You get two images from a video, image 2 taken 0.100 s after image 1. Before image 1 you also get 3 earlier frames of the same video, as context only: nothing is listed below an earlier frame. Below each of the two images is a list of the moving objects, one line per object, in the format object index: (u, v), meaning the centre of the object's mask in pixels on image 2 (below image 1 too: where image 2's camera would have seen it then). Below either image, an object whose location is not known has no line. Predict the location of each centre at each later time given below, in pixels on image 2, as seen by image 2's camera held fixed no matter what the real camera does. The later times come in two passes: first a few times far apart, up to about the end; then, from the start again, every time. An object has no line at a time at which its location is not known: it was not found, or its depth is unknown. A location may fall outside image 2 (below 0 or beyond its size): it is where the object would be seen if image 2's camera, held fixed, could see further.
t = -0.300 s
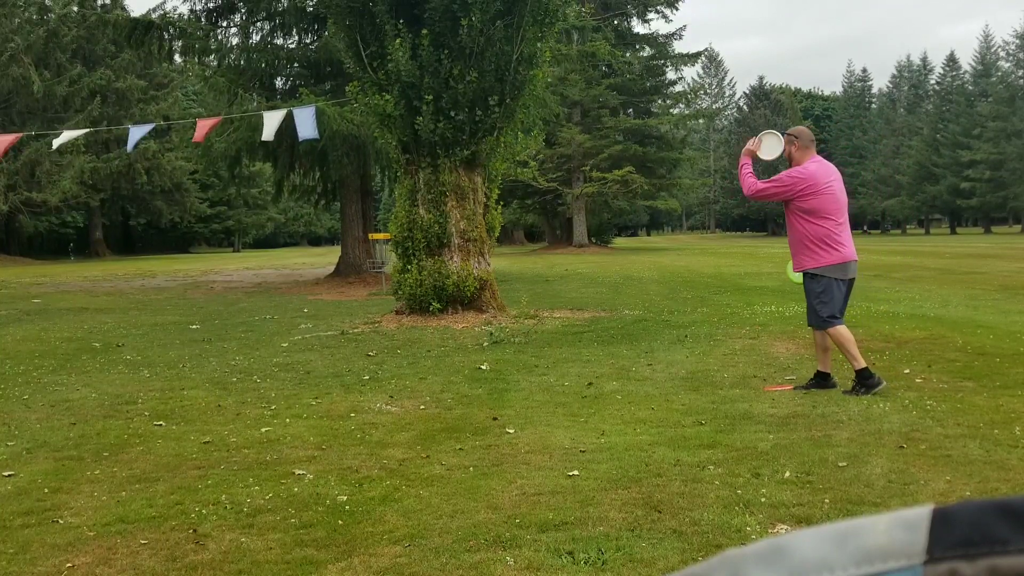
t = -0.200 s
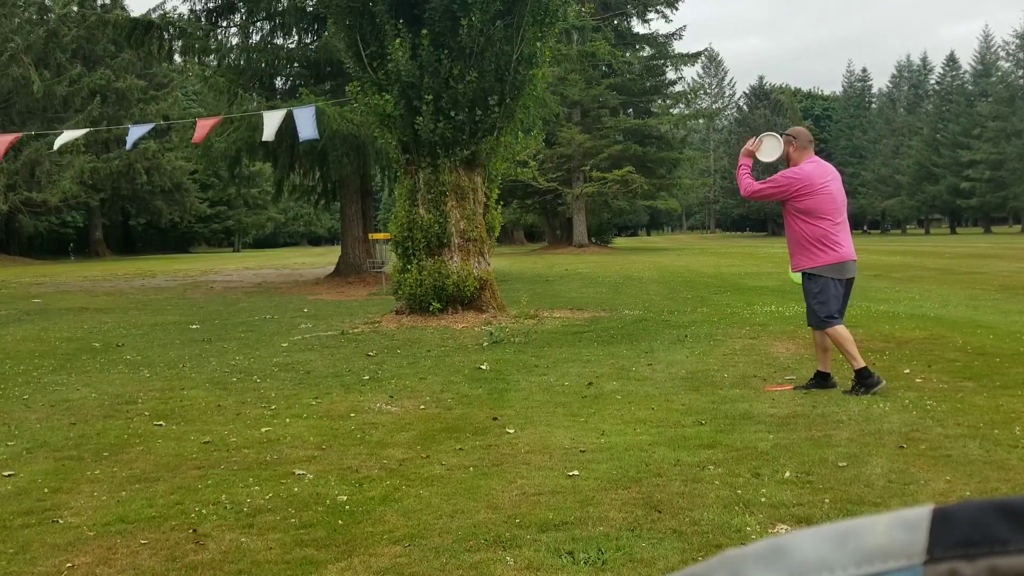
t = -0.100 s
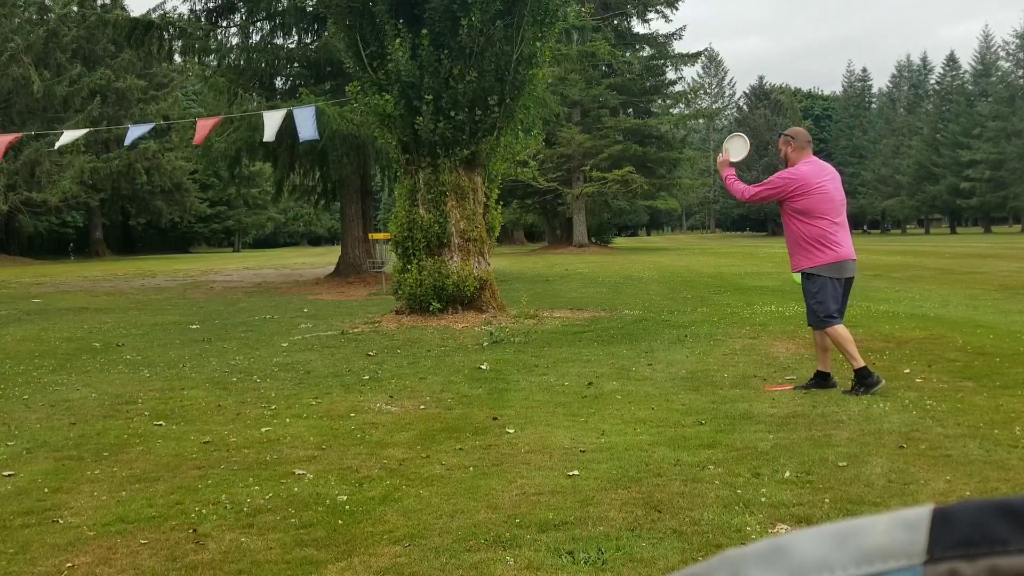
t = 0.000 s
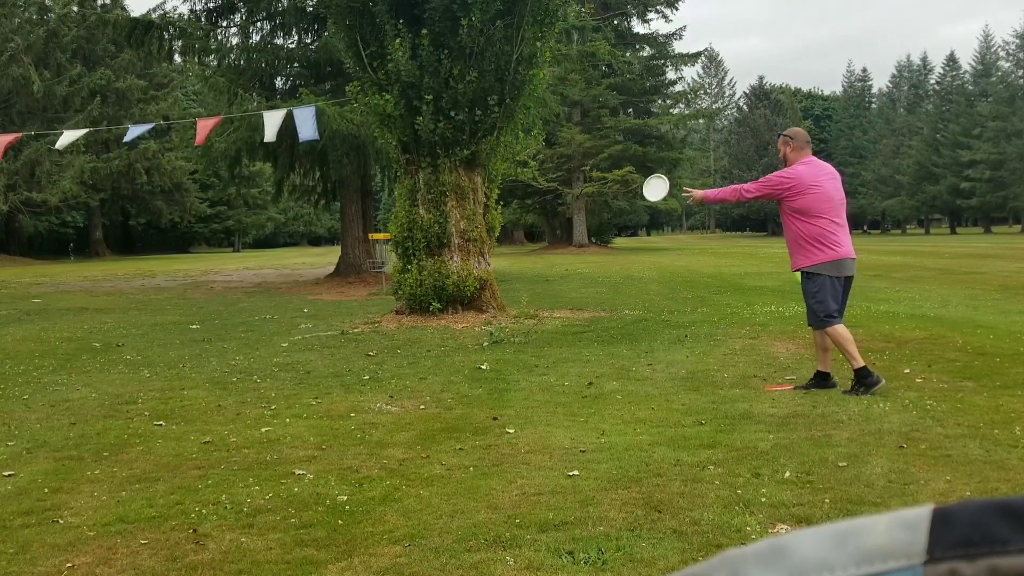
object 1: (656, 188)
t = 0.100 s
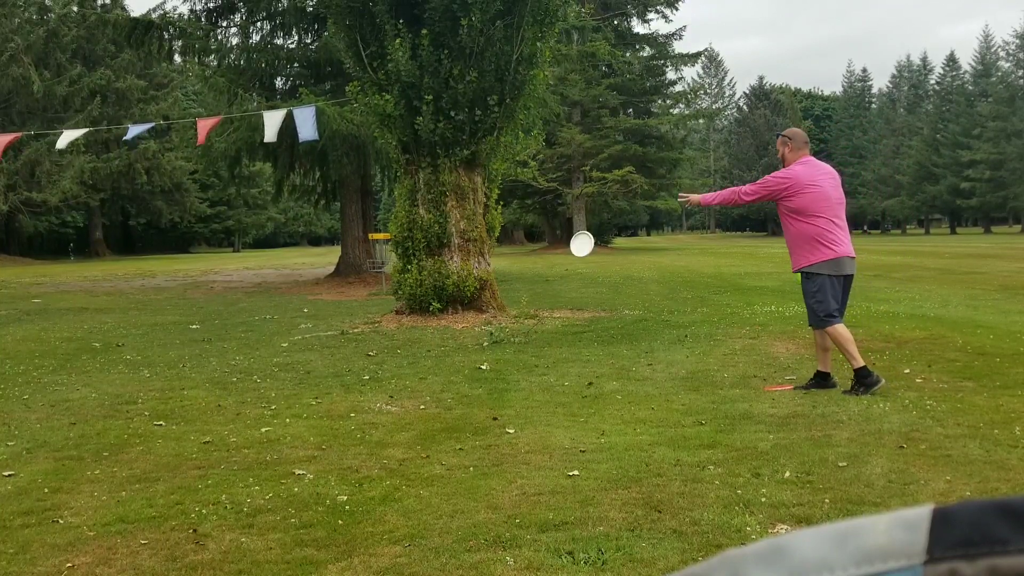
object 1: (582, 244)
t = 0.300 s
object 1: (453, 366)
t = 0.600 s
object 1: (360, 318)
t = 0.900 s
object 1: (273, 349)
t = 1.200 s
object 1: (203, 339)
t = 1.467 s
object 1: (159, 337)
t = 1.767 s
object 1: (130, 330)
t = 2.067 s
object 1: (116, 325)
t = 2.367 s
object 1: (115, 319)
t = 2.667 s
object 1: (124, 315)
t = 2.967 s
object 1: (144, 312)
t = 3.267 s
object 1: (172, 310)
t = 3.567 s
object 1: (207, 305)
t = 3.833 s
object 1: (242, 303)
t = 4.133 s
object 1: (277, 303)
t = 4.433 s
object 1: (292, 304)
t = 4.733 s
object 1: (284, 306)
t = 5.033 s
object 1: (263, 308)
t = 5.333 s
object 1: (256, 308)
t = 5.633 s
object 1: (261, 310)
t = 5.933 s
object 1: (261, 310)
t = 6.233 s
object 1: (261, 310)
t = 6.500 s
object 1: (261, 310)
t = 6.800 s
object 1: (261, 310)
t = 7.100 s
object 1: (261, 310)
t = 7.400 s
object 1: (261, 310)
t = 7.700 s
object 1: (261, 310)
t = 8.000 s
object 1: (261, 310)
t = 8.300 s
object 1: (261, 310)
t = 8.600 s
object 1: (261, 310)
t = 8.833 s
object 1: (261, 310)
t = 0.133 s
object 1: (559, 264)
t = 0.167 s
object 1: (536, 285)
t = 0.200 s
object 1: (514, 306)
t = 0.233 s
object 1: (493, 328)
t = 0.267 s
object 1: (472, 350)
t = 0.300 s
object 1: (453, 366)
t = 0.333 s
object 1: (442, 356)
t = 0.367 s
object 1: (432, 347)
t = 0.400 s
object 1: (421, 339)
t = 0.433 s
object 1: (410, 332)
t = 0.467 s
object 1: (400, 327)
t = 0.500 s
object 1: (390, 323)
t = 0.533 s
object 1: (380, 320)
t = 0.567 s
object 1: (370, 318)
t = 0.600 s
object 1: (360, 318)
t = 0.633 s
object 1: (350, 318)
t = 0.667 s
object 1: (340, 320)
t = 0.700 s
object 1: (330, 322)
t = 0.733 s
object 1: (320, 326)
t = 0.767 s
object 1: (310, 330)
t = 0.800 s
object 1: (301, 336)
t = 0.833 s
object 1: (291, 342)
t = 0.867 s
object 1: (282, 350)
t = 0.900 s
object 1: (273, 349)
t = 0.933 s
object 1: (265, 347)
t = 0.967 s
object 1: (256, 345)
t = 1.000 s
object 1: (248, 345)
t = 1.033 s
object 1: (240, 345)
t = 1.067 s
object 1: (232, 346)
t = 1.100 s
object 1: (224, 343)
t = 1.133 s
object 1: (217, 341)
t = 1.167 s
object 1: (210, 339)
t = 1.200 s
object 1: (203, 339)
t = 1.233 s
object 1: (196, 340)
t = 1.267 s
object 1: (190, 341)
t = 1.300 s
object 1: (183, 342)
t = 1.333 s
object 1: (178, 342)
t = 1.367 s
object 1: (173, 340)
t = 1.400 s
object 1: (168, 338)
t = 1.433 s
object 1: (163, 337)
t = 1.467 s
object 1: (159, 337)
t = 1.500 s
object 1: (154, 337)
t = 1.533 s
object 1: (151, 335)
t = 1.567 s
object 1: (147, 334)
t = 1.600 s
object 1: (144, 333)
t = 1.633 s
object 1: (141, 333)
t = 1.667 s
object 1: (137, 334)
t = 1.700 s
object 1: (135, 333)
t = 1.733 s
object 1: (132, 331)
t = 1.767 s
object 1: (130, 330)
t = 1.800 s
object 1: (128, 329)
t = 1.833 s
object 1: (126, 329)
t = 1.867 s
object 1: (123, 330)
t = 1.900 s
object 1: (122, 329)
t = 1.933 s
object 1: (121, 328)
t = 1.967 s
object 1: (119, 328)
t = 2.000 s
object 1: (118, 328)
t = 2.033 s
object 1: (117, 327)
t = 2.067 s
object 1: (116, 325)
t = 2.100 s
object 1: (116, 324)
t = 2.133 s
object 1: (115, 323)
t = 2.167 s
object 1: (115, 323)
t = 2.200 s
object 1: (114, 323)
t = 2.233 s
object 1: (114, 322)
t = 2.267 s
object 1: (114, 321)
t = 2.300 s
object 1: (114, 321)
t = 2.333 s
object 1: (115, 320)
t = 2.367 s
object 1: (115, 319)
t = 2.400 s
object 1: (115, 319)
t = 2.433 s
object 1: (116, 318)
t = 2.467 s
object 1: (117, 317)
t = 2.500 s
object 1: (117, 318)
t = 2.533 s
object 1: (118, 317)
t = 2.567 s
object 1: (120, 315)
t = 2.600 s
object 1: (122, 315)
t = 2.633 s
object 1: (123, 315)
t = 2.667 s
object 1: (124, 315)
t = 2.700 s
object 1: (126, 314)
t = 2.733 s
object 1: (128, 313)
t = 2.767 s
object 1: (130, 313)
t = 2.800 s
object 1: (132, 313)
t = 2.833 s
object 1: (134, 313)
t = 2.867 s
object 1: (136, 313)
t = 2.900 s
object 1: (139, 313)
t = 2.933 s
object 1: (141, 313)
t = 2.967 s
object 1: (144, 312)
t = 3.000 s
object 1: (147, 313)
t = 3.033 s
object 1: (149, 312)
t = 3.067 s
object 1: (152, 312)
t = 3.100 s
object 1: (155, 311)
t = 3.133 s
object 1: (159, 311)
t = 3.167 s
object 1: (161, 311)
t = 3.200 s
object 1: (165, 311)
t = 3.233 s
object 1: (168, 310)
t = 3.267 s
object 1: (172, 310)
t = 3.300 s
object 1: (176, 309)
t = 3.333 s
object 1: (179, 309)
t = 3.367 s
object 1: (183, 308)
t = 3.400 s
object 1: (187, 308)
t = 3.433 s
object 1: (191, 307)
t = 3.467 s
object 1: (195, 307)
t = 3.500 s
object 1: (199, 307)
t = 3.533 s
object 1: (203, 306)
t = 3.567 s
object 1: (207, 305)
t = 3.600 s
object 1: (212, 305)
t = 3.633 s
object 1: (216, 305)
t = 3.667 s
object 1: (220, 305)
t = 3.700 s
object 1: (225, 305)
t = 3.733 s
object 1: (229, 304)
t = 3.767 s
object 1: (233, 304)
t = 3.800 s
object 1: (238, 303)
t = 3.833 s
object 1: (242, 303)
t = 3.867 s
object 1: (246, 303)
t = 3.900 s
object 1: (250, 303)
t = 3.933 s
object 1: (255, 303)
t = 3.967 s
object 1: (258, 303)
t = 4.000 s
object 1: (263, 303)
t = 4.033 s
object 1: (267, 303)
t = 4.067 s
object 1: (270, 303)
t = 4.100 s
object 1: (273, 303)
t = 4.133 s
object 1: (277, 303)
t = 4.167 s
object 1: (279, 302)
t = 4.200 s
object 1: (282, 302)
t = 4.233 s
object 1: (284, 302)
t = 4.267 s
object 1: (286, 302)
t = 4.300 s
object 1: (288, 302)
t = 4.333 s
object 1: (290, 303)
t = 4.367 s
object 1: (291, 304)
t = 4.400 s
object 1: (291, 304)
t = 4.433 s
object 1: (292, 304)
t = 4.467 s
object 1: (292, 304)
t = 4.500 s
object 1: (292, 304)
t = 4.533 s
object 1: (292, 305)
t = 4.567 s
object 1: (292, 306)
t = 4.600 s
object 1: (291, 306)
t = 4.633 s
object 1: (290, 306)
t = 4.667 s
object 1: (288, 306)
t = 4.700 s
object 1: (286, 306)
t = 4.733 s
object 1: (284, 306)
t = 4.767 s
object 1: (282, 307)
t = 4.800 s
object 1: (280, 307)
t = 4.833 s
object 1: (278, 308)
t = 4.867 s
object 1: (275, 308)
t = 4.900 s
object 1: (273, 308)
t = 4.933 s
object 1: (270, 308)
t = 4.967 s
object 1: (268, 308)
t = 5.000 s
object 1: (265, 308)
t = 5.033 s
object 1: (263, 308)
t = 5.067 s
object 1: (261, 309)
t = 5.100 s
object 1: (259, 309)
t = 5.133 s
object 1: (257, 309)
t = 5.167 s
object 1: (256, 309)
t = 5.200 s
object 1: (256, 309)
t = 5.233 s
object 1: (256, 308)
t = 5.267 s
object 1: (256, 308)
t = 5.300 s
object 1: (256, 308)
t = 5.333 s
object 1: (256, 308)
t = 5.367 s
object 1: (257, 309)
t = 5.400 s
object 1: (259, 309)
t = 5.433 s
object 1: (260, 309)
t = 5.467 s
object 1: (260, 309)
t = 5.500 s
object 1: (261, 309)
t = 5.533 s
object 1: (261, 309)
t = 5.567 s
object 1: (261, 310)
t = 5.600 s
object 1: (261, 310)
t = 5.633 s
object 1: (261, 310)
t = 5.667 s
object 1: (261, 310)
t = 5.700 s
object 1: (261, 310)
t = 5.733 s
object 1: (261, 310)
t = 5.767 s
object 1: (261, 310)
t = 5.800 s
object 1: (261, 310)
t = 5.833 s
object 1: (261, 310)
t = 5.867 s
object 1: (261, 310)
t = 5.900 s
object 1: (261, 310)
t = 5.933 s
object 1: (261, 310)
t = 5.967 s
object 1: (261, 310)
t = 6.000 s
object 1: (261, 310)
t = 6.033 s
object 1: (261, 310)
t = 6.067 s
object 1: (261, 310)
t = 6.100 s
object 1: (261, 310)
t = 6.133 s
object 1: (261, 310)
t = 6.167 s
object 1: (261, 310)
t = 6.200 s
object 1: (261, 310)
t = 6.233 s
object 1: (261, 310)
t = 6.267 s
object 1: (261, 310)
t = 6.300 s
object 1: (261, 310)
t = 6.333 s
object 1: (261, 310)
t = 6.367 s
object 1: (261, 310)
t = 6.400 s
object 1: (261, 310)
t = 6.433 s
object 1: (261, 310)
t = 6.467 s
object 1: (261, 310)
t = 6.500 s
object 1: (261, 310)
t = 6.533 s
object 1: (261, 310)
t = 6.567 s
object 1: (261, 310)
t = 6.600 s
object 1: (261, 310)
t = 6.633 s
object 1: (261, 310)
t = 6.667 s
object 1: (261, 310)
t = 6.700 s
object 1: (261, 310)
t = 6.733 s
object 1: (261, 310)
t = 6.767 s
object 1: (261, 310)
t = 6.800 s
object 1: (261, 310)
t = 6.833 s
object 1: (261, 310)
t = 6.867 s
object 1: (261, 310)
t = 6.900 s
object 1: (261, 310)
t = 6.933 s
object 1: (261, 310)
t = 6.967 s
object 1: (261, 310)
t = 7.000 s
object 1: (261, 310)
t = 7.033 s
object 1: (261, 310)
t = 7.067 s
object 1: (261, 310)
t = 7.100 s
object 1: (261, 310)
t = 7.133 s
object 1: (261, 310)
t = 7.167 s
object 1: (261, 310)
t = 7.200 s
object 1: (261, 310)
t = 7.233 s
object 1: (261, 310)
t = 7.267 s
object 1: (261, 310)
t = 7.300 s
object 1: (261, 310)
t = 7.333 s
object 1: (261, 310)
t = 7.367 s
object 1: (261, 310)
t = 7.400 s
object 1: (261, 310)
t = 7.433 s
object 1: (261, 310)
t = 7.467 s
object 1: (261, 310)
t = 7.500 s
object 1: (261, 310)
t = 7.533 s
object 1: (261, 310)
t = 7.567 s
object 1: (261, 310)
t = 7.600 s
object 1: (261, 310)
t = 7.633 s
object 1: (261, 310)
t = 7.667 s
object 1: (261, 310)
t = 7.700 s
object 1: (261, 310)
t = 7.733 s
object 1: (261, 310)
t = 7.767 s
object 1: (261, 310)
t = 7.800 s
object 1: (261, 310)
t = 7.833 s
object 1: (261, 310)
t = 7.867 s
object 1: (261, 310)
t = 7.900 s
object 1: (261, 310)
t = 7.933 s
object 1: (261, 310)
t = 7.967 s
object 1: (261, 310)
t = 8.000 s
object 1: (261, 310)
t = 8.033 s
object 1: (261, 310)
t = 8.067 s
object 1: (261, 310)
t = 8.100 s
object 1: (261, 310)
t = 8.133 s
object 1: (261, 310)
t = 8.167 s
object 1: (261, 310)
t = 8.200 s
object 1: (261, 310)
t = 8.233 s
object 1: (261, 310)
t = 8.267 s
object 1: (261, 310)
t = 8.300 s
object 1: (261, 310)
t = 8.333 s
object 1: (261, 310)
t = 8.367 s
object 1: (261, 310)
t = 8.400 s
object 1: (261, 310)
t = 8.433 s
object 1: (261, 310)
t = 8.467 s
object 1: (261, 310)
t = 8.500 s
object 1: (261, 310)
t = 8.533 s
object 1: (261, 310)
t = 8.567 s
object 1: (261, 310)
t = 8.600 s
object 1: (261, 310)
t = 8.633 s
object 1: (261, 310)
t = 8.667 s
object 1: (261, 310)
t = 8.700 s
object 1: (261, 310)
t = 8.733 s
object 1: (261, 310)
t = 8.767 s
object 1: (261, 310)
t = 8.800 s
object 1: (261, 310)
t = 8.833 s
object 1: (261, 310)
